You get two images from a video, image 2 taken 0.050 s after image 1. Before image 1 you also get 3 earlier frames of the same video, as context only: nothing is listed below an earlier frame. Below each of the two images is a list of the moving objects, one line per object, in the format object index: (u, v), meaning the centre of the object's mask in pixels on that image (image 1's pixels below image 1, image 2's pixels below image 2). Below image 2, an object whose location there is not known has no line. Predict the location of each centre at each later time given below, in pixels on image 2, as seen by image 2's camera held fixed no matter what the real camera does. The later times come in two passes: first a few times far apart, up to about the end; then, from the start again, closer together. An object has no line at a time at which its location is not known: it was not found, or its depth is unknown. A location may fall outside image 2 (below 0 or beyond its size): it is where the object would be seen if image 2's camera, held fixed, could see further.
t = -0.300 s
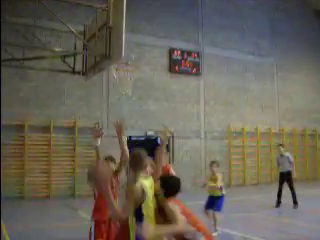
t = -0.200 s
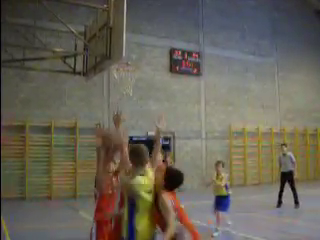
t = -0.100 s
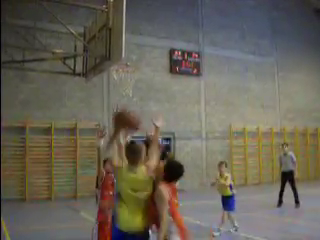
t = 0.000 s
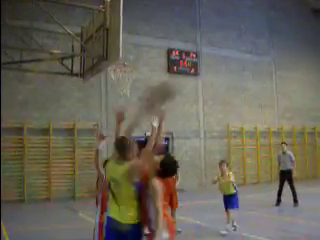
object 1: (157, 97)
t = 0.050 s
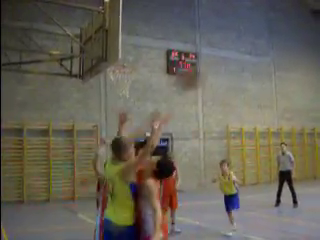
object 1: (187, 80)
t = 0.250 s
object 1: (272, 61)
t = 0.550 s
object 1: (359, 90)
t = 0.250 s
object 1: (272, 61)
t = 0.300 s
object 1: (288, 62)
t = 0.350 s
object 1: (306, 65)
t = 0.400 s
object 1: (319, 69)
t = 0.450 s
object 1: (333, 75)
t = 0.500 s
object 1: (346, 82)
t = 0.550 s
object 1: (359, 90)
